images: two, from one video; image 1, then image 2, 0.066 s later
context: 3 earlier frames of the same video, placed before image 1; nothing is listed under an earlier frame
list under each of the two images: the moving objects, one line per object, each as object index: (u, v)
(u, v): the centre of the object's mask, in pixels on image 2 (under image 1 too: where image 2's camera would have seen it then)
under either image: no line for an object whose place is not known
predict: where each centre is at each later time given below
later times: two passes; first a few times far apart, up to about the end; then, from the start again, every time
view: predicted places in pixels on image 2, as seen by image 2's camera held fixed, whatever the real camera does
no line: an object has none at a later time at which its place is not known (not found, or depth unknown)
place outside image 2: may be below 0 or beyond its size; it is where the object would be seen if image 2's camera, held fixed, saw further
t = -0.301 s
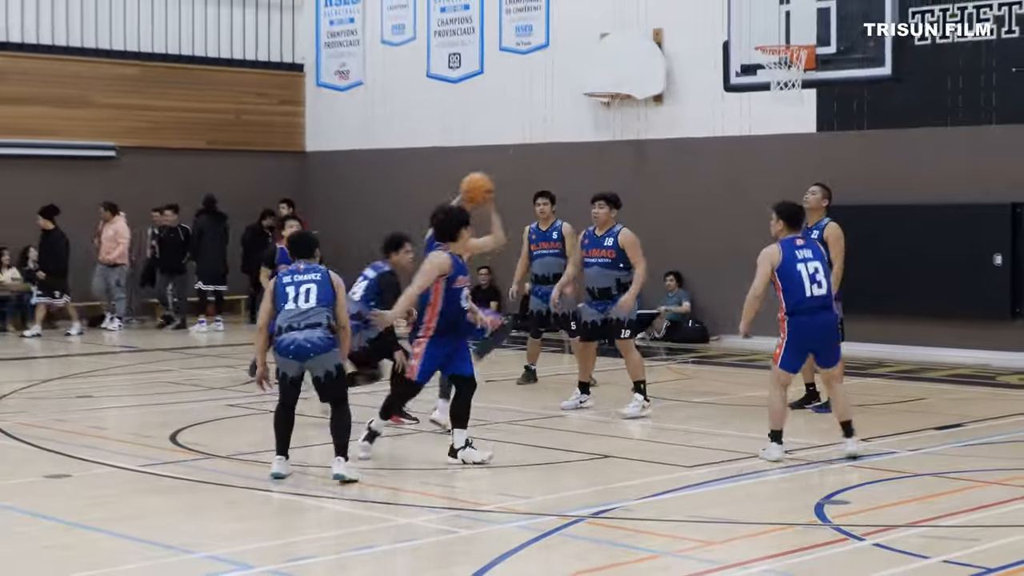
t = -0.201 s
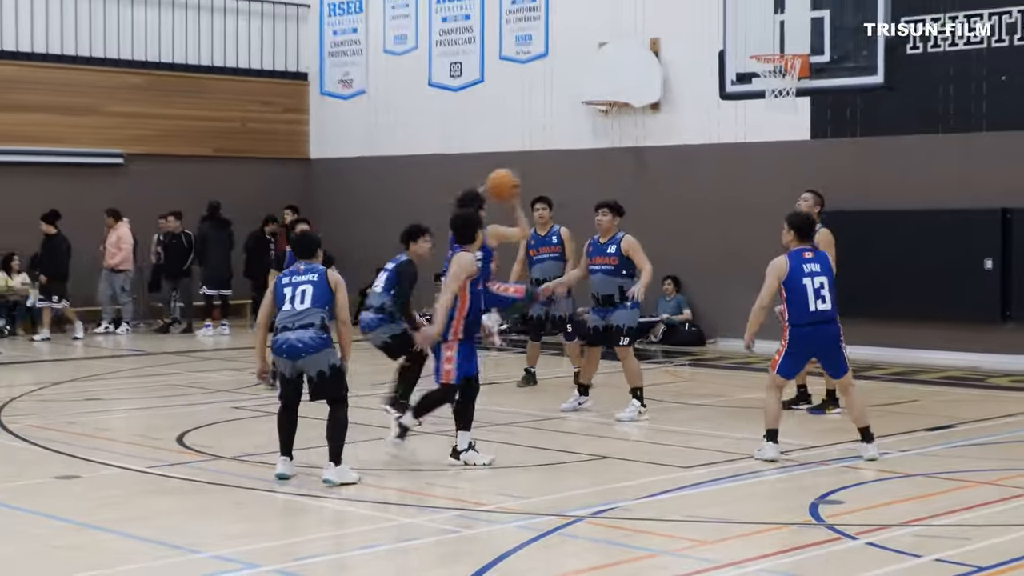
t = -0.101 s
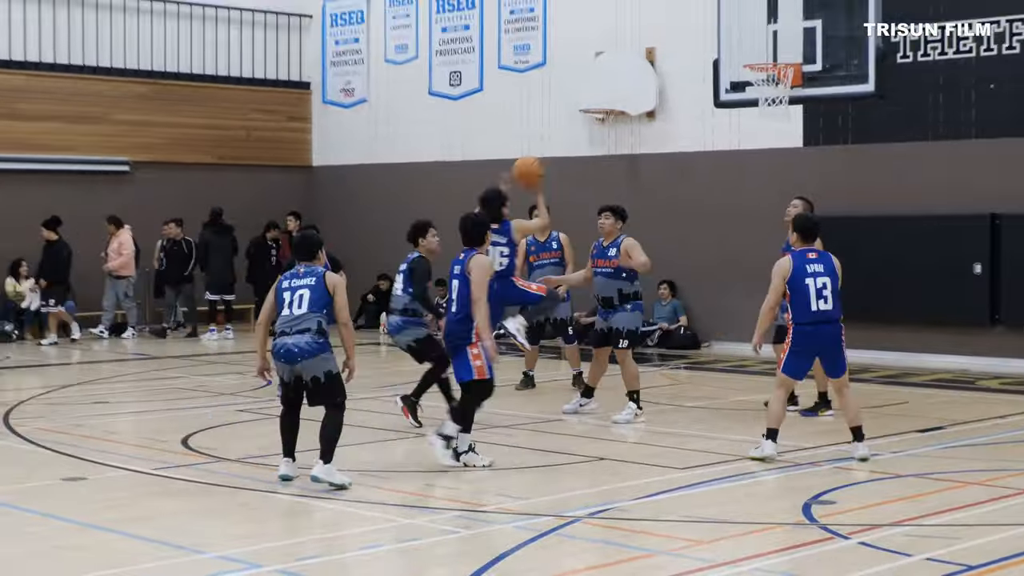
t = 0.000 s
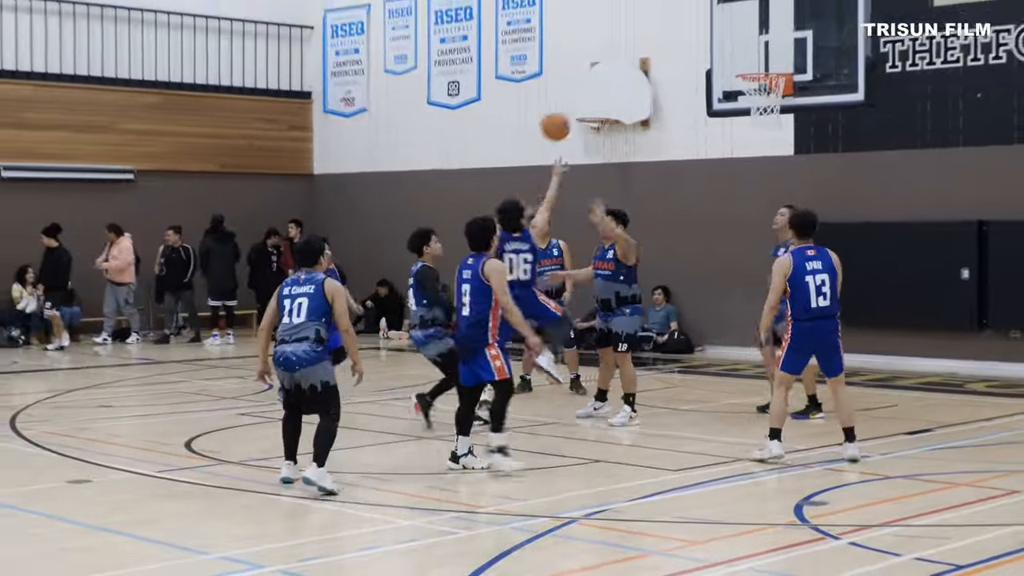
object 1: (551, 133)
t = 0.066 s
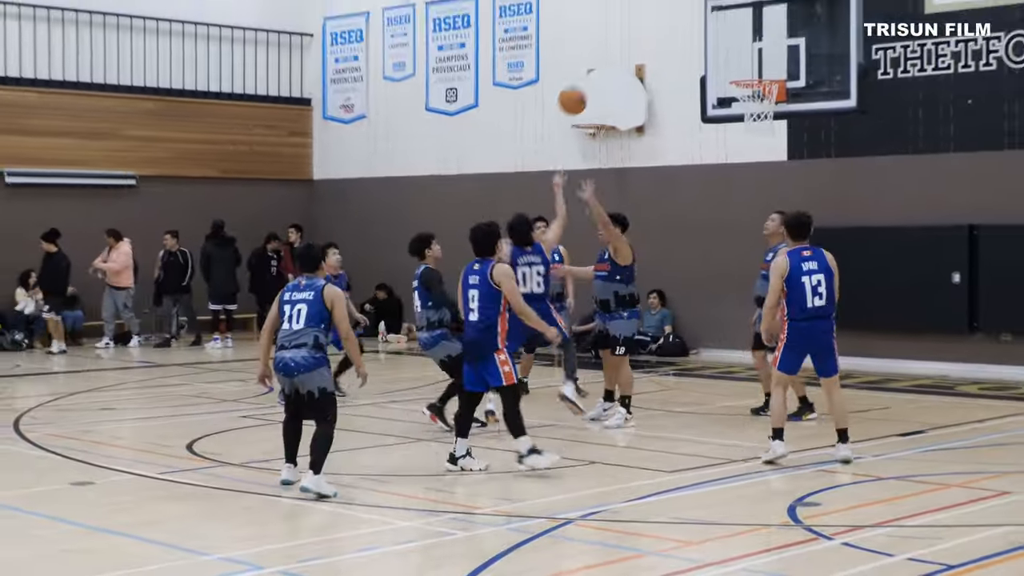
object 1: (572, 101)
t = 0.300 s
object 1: (637, 40)
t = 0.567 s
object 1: (706, 47)
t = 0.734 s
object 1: (743, 91)
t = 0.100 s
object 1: (581, 87)
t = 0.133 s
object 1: (591, 76)
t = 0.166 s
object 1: (601, 66)
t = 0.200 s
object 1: (610, 57)
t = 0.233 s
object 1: (619, 50)
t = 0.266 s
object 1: (629, 44)
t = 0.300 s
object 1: (637, 40)
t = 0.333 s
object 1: (646, 36)
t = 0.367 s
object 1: (655, 35)
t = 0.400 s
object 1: (664, 34)
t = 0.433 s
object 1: (672, 34)
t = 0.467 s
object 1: (681, 36)
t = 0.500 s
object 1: (689, 39)
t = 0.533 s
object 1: (697, 42)
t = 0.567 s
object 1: (706, 47)
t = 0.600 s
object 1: (714, 53)
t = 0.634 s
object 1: (721, 61)
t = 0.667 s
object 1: (728, 70)
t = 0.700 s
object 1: (735, 79)
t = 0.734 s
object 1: (743, 91)
